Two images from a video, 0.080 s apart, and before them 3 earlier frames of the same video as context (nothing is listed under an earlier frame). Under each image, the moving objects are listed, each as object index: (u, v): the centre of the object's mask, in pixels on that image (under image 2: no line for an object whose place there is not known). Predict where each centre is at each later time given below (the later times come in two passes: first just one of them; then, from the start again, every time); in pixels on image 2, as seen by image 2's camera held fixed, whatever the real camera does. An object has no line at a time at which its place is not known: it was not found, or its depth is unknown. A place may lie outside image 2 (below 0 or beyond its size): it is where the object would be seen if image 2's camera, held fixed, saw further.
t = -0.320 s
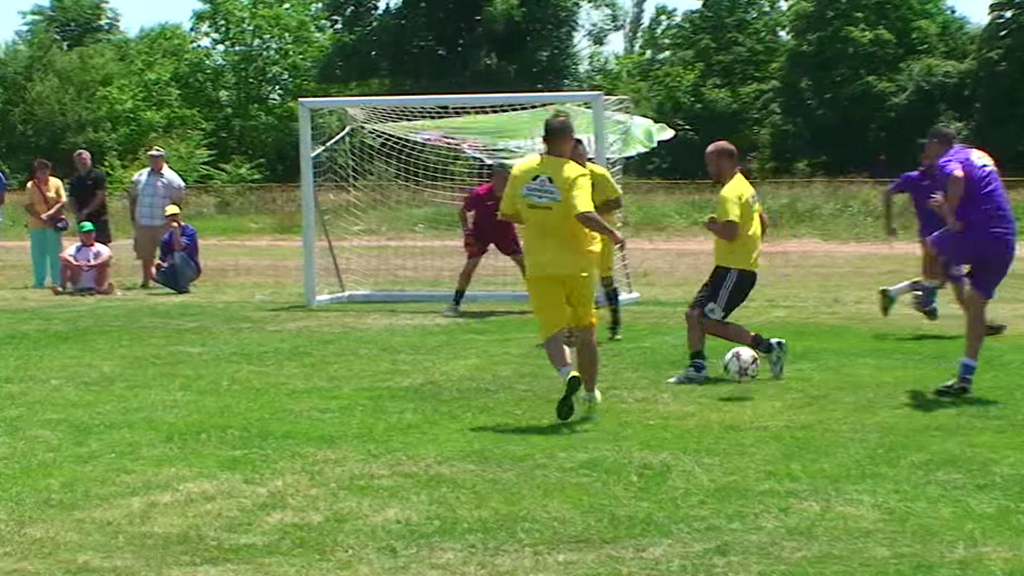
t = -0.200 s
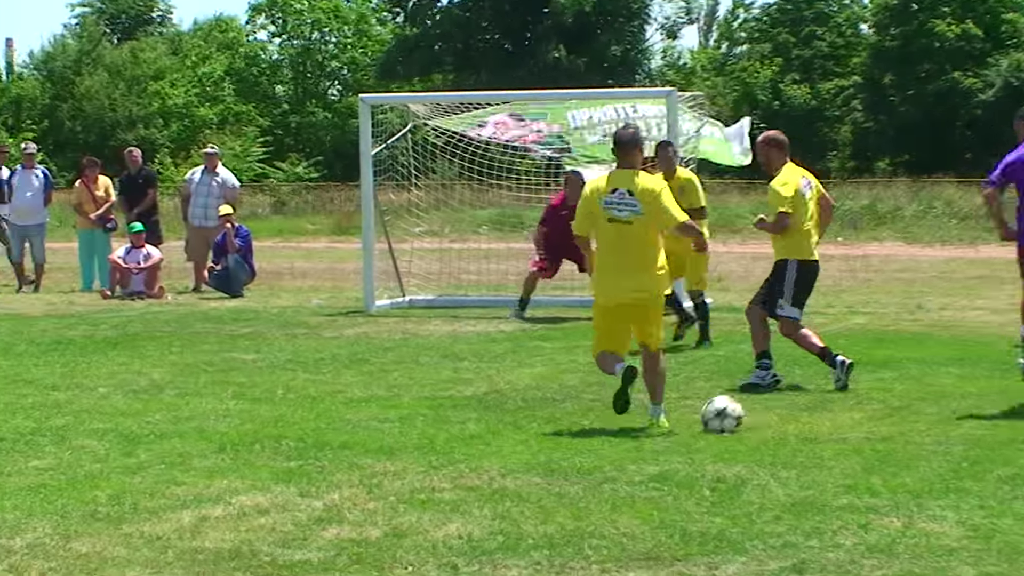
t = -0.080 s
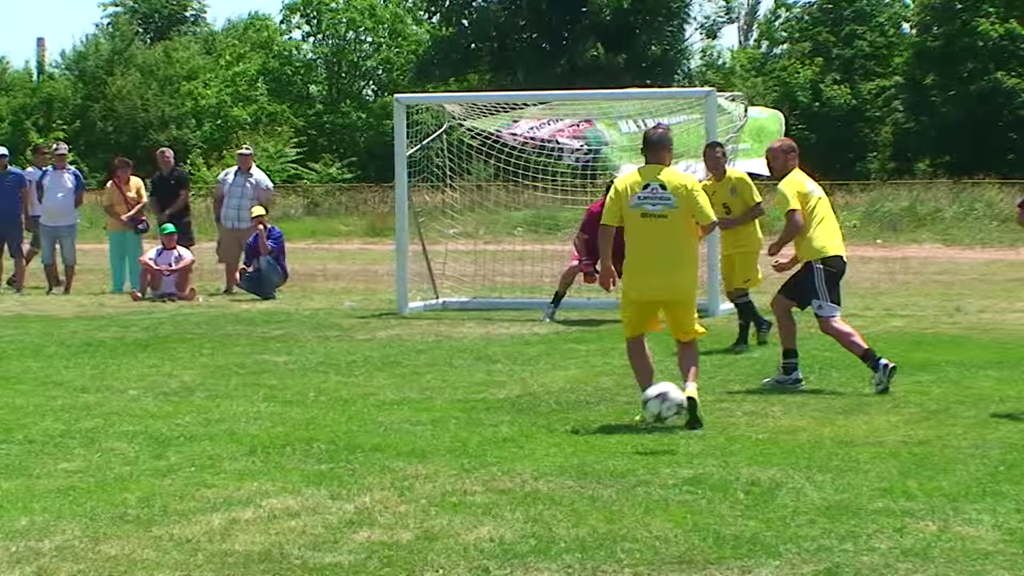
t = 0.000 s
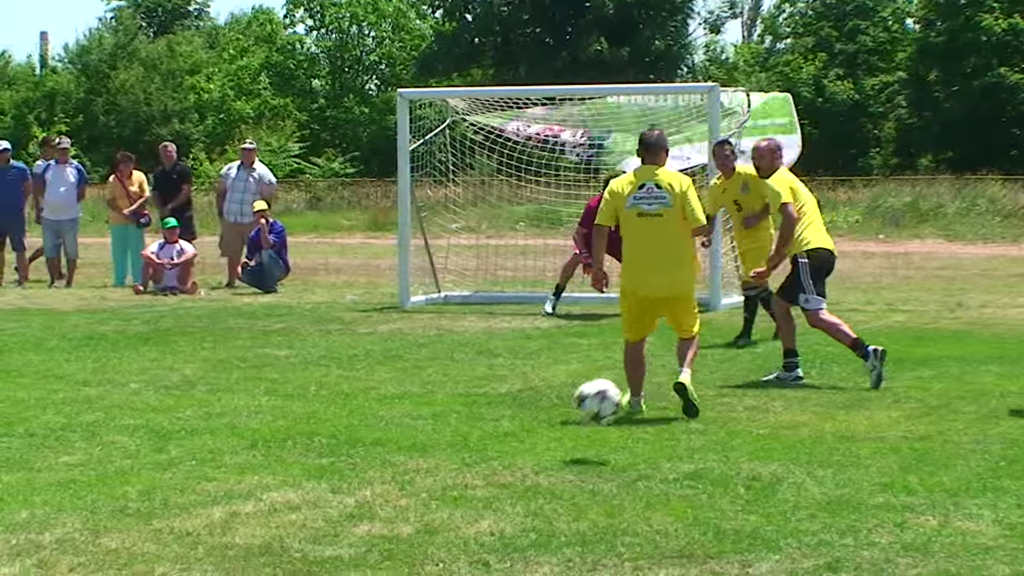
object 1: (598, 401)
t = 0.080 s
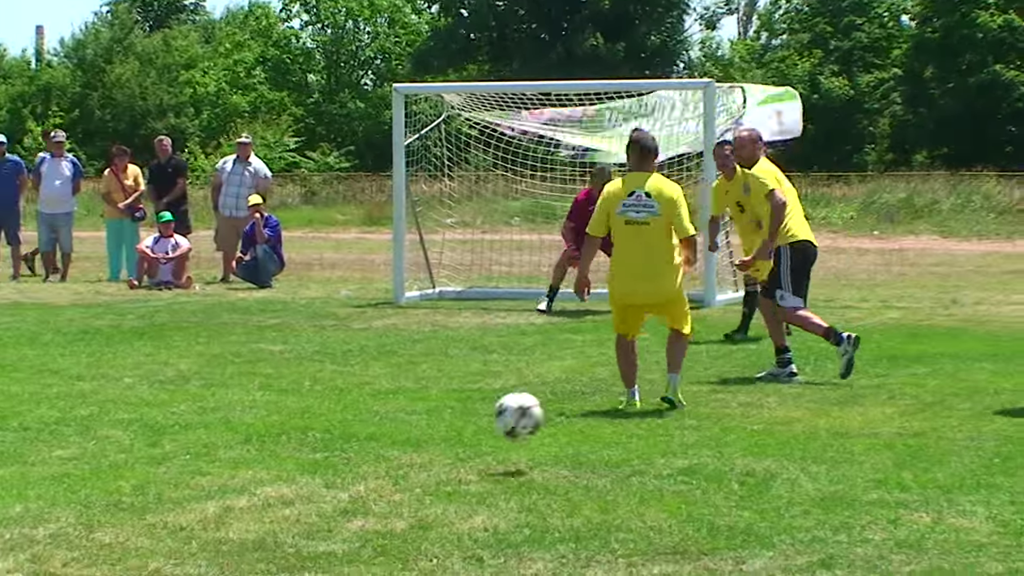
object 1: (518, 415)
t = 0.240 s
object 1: (356, 472)
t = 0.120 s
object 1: (478, 433)
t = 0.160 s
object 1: (438, 455)
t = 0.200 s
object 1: (394, 479)
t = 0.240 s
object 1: (356, 472)
